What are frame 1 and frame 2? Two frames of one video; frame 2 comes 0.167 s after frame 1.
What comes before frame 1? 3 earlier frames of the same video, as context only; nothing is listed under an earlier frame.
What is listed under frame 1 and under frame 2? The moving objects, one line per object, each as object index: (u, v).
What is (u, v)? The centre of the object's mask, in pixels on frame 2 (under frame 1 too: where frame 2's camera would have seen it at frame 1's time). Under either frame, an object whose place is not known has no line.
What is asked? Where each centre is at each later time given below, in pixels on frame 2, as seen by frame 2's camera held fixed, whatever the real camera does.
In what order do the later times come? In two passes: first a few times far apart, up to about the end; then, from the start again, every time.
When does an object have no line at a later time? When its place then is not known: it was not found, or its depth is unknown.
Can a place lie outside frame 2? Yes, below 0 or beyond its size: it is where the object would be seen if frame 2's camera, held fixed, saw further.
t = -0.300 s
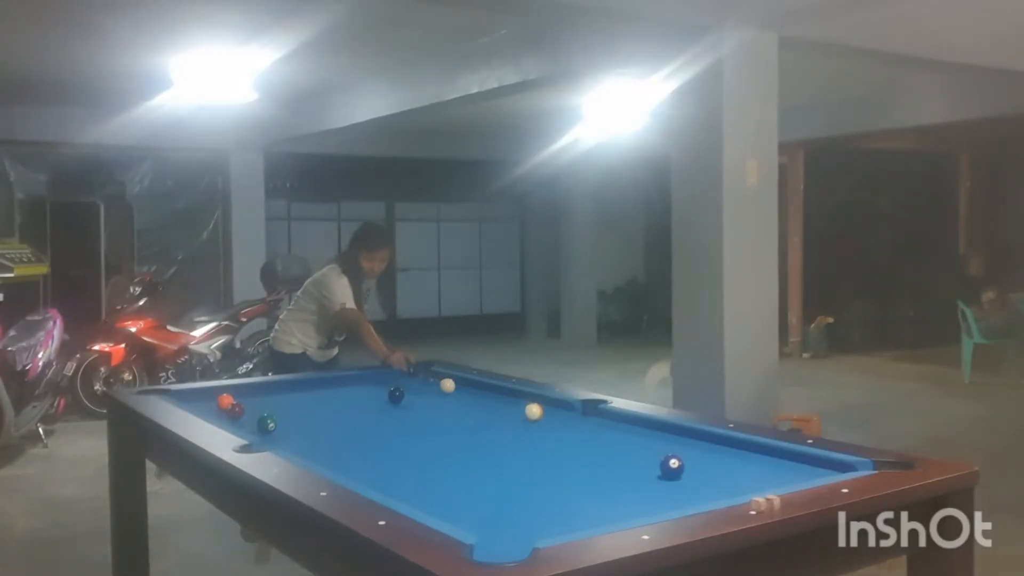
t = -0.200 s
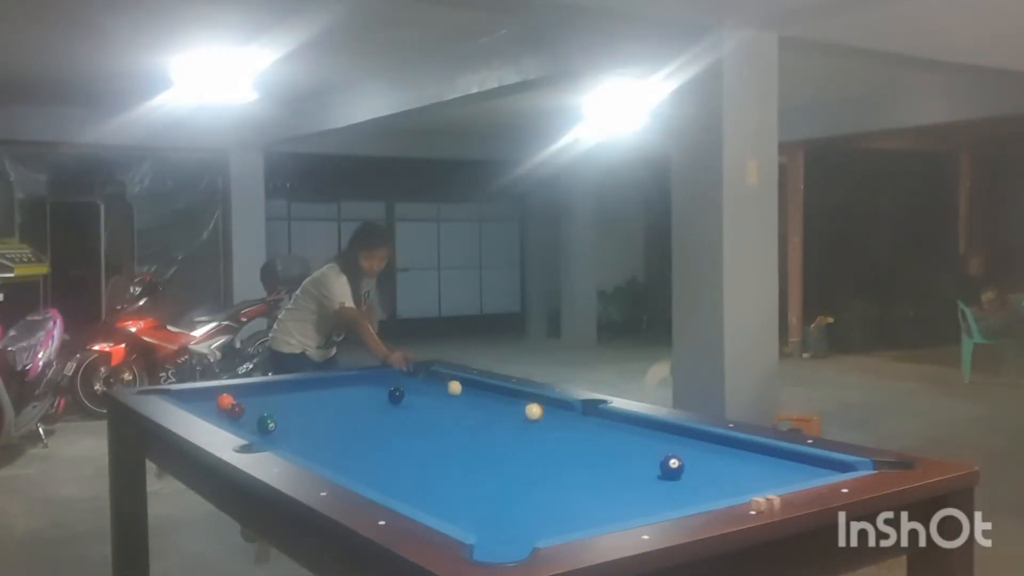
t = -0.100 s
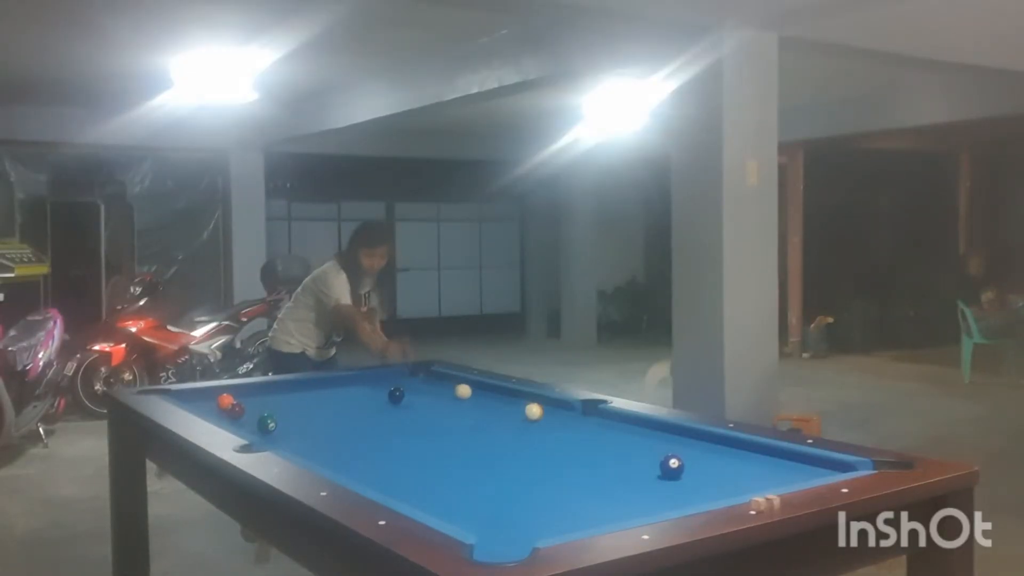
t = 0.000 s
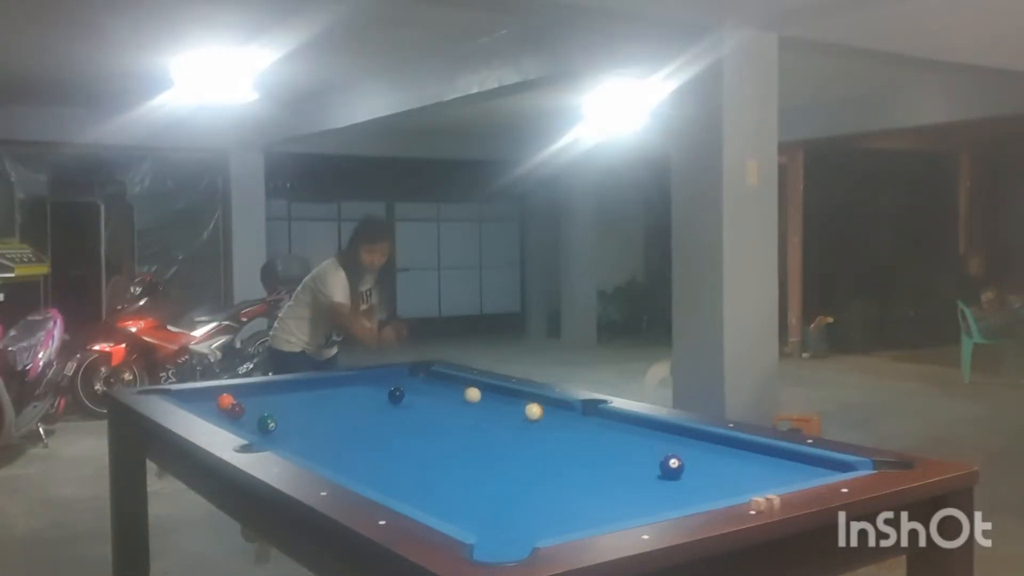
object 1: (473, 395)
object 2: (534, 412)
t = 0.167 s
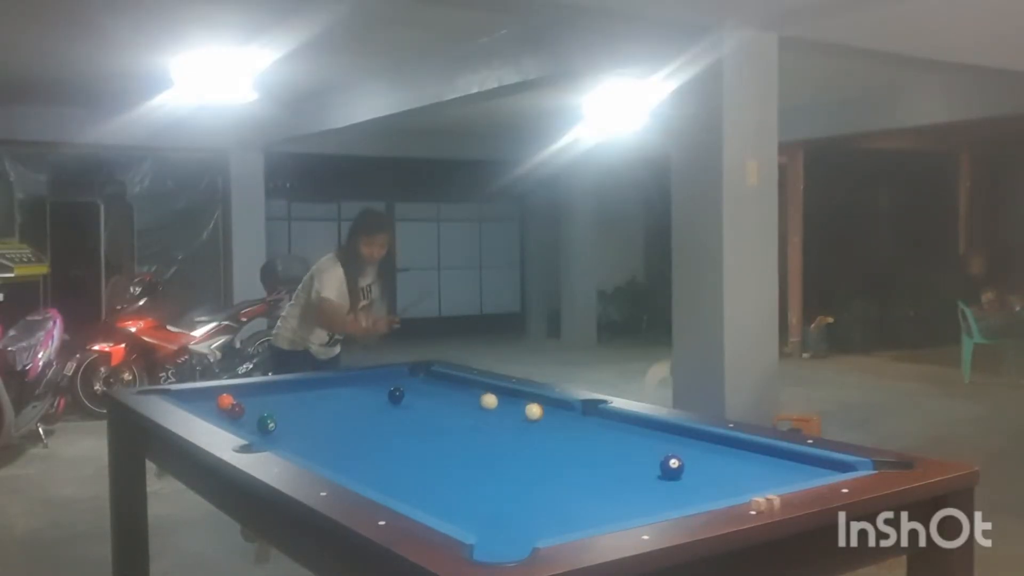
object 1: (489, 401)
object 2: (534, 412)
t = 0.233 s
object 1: (496, 404)
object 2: (534, 411)
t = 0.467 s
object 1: (515, 413)
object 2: (540, 412)
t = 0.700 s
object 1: (518, 423)
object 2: (558, 412)
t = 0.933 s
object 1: (521, 434)
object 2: (575, 412)
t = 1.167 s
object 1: (523, 445)
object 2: (589, 413)
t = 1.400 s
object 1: (525, 457)
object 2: (602, 413)
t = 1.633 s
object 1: (527, 469)
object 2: (611, 414)
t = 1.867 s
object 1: (529, 482)
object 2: (612, 414)
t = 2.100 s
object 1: (531, 496)
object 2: (611, 414)
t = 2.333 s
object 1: (533, 509)
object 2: (611, 414)
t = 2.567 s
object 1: (535, 523)
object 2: (611, 414)
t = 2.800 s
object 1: (538, 532)
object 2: (611, 414)
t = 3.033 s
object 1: (517, 533)
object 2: (611, 414)
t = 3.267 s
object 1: (495, 533)
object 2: (611, 414)
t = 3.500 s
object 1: (480, 530)
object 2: (611, 414)
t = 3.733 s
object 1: (477, 525)
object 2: (611, 414)
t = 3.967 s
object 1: (475, 523)
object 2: (611, 414)
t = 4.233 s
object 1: (473, 521)
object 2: (611, 414)
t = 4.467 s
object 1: (474, 521)
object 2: (611, 414)
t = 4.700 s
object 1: (475, 520)
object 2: (611, 414)
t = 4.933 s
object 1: (475, 520)
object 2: (611, 414)
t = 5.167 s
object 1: (475, 520)
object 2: (611, 415)
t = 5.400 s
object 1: (475, 520)
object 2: (611, 415)
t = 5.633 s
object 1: (475, 520)
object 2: (611, 415)
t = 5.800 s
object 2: (611, 415)
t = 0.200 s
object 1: (492, 402)
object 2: (534, 411)
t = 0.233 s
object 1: (496, 404)
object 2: (534, 411)
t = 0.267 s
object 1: (499, 405)
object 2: (534, 411)
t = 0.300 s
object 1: (503, 407)
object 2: (534, 411)
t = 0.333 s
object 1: (506, 408)
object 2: (534, 411)
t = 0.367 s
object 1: (510, 409)
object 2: (534, 411)
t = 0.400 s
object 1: (514, 411)
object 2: (534, 411)
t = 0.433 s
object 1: (514, 412)
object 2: (536, 411)
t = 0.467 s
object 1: (515, 413)
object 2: (540, 412)
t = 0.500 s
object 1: (515, 414)
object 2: (543, 412)
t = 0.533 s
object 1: (516, 416)
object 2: (545, 412)
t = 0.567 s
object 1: (516, 417)
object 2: (548, 412)
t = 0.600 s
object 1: (517, 419)
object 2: (551, 412)
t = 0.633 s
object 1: (517, 420)
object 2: (553, 412)
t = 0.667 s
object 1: (517, 422)
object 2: (556, 412)
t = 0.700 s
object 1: (518, 423)
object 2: (558, 412)
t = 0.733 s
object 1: (518, 425)
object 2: (561, 412)
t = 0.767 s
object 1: (519, 426)
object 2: (563, 412)
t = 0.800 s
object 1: (519, 427)
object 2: (566, 412)
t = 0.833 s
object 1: (520, 429)
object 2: (568, 412)
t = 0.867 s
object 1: (520, 431)
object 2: (570, 412)
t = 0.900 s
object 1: (520, 432)
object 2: (573, 412)
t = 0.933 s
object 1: (521, 434)
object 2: (575, 412)
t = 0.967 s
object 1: (521, 435)
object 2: (577, 412)
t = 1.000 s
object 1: (521, 437)
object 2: (579, 412)
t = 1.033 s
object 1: (522, 438)
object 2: (581, 412)
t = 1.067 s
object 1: (522, 440)
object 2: (583, 413)
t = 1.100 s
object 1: (522, 442)
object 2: (585, 413)
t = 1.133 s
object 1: (523, 443)
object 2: (587, 413)
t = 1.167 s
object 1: (523, 445)
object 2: (589, 413)
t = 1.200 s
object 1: (523, 447)
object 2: (592, 413)
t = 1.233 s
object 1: (524, 448)
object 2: (593, 413)
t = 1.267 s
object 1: (524, 450)
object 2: (595, 413)
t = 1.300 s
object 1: (524, 452)
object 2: (597, 413)
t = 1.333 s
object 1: (525, 453)
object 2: (599, 413)
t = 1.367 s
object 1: (525, 455)
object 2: (601, 413)
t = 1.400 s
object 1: (525, 457)
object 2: (602, 413)
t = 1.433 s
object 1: (525, 458)
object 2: (603, 413)
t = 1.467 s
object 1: (526, 460)
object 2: (605, 413)
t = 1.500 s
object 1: (526, 462)
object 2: (606, 413)
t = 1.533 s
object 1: (526, 464)
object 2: (607, 413)
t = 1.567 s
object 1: (527, 466)
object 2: (608, 413)
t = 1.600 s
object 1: (527, 467)
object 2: (610, 413)
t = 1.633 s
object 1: (527, 469)
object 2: (611, 414)
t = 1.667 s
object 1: (527, 471)
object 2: (612, 414)
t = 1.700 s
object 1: (528, 473)
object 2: (612, 414)
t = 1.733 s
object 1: (528, 475)
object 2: (612, 414)
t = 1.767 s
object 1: (528, 477)
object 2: (612, 414)
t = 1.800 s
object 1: (528, 478)
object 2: (612, 414)
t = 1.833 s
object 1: (529, 480)
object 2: (612, 414)
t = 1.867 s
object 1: (529, 482)
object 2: (612, 414)
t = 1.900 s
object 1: (529, 484)
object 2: (612, 414)
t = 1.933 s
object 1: (530, 486)
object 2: (612, 414)
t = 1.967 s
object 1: (530, 488)
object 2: (611, 414)
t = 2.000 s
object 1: (530, 490)
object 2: (612, 414)
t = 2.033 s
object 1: (530, 492)
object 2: (611, 414)
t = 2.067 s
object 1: (530, 494)
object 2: (611, 414)
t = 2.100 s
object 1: (531, 496)
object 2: (611, 414)
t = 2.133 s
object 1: (531, 498)
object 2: (611, 414)
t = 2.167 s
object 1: (531, 500)
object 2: (611, 414)
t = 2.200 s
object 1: (532, 501)
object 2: (611, 414)
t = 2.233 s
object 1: (532, 504)
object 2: (611, 414)
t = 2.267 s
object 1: (532, 505)
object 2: (611, 414)
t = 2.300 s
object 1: (533, 507)
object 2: (611, 414)
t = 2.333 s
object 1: (533, 509)
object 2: (611, 414)
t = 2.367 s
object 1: (533, 511)
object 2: (611, 414)
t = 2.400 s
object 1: (534, 513)
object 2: (611, 414)
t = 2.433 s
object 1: (534, 516)
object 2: (611, 414)
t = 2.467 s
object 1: (534, 518)
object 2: (611, 414)
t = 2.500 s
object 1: (534, 519)
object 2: (611, 414)
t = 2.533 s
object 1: (535, 521)
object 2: (611, 414)
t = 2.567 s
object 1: (535, 523)
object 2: (611, 414)
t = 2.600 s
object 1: (535, 525)
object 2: (611, 414)
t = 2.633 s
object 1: (536, 527)
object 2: (611, 414)
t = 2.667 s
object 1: (536, 528)
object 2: (611, 414)
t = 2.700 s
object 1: (536, 529)
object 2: (611, 414)
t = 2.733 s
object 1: (536, 531)
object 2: (611, 414)
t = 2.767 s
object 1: (536, 532)
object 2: (611, 414)
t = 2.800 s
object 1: (538, 532)
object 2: (611, 414)
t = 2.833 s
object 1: (537, 533)
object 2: (611, 414)
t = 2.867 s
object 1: (533, 535)
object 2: (611, 414)
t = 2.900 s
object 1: (529, 535)
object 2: (611, 414)
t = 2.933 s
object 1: (527, 533)
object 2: (611, 414)
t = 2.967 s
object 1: (523, 535)
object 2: (611, 414)
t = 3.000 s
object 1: (520, 533)
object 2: (611, 414)
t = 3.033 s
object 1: (517, 533)
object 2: (611, 414)
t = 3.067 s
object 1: (513, 535)
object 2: (611, 414)
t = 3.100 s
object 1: (510, 535)
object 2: (611, 414)
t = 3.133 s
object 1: (507, 535)
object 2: (611, 414)
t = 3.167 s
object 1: (504, 534)
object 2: (611, 414)
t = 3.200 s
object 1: (501, 534)
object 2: (611, 414)
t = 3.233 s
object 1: (498, 534)
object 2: (611, 414)
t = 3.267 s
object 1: (495, 533)
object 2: (611, 414)
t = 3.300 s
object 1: (492, 533)
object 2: (611, 414)
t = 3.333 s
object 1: (490, 532)
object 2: (611, 414)
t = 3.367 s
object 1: (488, 532)
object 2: (611, 414)
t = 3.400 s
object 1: (485, 531)
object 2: (611, 414)
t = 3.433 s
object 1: (483, 532)
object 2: (611, 414)
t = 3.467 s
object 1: (481, 531)
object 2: (611, 414)
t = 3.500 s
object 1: (480, 530)
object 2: (611, 414)
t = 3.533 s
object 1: (479, 528)
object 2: (611, 414)
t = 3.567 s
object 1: (479, 529)
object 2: (611, 414)
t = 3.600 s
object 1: (479, 528)
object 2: (611, 414)
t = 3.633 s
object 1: (478, 527)
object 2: (611, 414)
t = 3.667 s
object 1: (478, 526)
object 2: (611, 414)
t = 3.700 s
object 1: (477, 526)
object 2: (611, 414)
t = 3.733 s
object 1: (477, 525)
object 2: (611, 414)
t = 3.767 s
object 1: (477, 525)
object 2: (611, 414)
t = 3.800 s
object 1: (477, 524)
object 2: (611, 414)
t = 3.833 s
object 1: (476, 524)
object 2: (611, 414)
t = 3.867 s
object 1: (476, 524)
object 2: (611, 414)
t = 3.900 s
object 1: (476, 523)
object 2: (611, 414)
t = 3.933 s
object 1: (475, 523)
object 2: (611, 414)
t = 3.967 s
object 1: (475, 523)
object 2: (611, 414)
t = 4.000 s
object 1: (475, 523)
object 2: (611, 414)
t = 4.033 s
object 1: (474, 522)
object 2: (611, 414)
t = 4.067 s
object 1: (474, 522)
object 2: (611, 414)
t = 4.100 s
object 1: (474, 522)
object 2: (611, 414)
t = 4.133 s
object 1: (474, 522)
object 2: (611, 414)
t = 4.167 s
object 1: (474, 522)
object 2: (611, 414)
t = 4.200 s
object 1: (474, 522)
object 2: (611, 414)
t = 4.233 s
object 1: (473, 521)
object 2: (611, 414)
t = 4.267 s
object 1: (473, 521)
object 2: (611, 414)
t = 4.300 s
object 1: (473, 521)
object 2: (611, 414)
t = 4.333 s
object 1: (473, 521)
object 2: (611, 414)
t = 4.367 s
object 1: (473, 521)
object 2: (611, 414)
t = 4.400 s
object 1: (473, 521)
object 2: (611, 414)
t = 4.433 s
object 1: (474, 521)
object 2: (611, 414)
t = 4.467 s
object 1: (474, 521)
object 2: (611, 414)
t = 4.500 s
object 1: (474, 521)
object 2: (611, 414)
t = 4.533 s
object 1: (474, 521)
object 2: (611, 414)
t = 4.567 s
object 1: (474, 521)
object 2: (611, 414)
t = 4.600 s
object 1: (474, 520)
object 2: (611, 414)
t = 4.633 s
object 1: (475, 520)
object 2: (611, 414)
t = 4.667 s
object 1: (475, 520)
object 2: (611, 414)
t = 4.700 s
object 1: (475, 520)
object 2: (611, 414)
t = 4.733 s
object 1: (475, 520)
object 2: (611, 414)
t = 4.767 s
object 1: (475, 520)
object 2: (611, 414)
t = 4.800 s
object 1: (475, 520)
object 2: (611, 414)
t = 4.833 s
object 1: (475, 520)
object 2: (611, 414)
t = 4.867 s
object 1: (475, 520)
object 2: (611, 414)
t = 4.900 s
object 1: (475, 520)
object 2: (611, 414)
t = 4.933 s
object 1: (475, 520)
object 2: (611, 414)
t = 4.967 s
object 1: (475, 520)
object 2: (611, 415)
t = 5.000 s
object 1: (475, 520)
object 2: (611, 414)
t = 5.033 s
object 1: (475, 520)
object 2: (611, 415)
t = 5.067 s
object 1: (475, 520)
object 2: (611, 415)
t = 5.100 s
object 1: (475, 520)
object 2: (611, 415)
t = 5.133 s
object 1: (475, 520)
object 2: (611, 415)
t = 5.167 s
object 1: (475, 520)
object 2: (611, 415)
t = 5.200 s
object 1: (475, 520)
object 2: (611, 415)
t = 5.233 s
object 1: (475, 520)
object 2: (611, 415)
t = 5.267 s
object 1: (475, 520)
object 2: (611, 415)
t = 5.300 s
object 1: (475, 520)
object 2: (611, 415)
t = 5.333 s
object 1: (475, 520)
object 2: (611, 415)
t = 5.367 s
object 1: (475, 520)
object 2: (611, 415)
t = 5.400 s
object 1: (475, 520)
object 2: (611, 415)
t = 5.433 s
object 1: (475, 520)
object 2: (611, 415)
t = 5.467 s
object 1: (475, 520)
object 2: (611, 415)
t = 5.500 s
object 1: (475, 520)
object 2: (611, 415)
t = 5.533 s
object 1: (475, 520)
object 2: (611, 415)
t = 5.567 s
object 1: (475, 520)
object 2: (611, 415)
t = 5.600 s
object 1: (475, 520)
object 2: (611, 415)
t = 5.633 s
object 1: (475, 520)
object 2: (611, 415)
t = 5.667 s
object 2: (611, 415)
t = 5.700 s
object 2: (611, 414)
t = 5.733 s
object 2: (611, 415)
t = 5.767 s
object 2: (611, 415)
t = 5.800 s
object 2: (611, 415)
